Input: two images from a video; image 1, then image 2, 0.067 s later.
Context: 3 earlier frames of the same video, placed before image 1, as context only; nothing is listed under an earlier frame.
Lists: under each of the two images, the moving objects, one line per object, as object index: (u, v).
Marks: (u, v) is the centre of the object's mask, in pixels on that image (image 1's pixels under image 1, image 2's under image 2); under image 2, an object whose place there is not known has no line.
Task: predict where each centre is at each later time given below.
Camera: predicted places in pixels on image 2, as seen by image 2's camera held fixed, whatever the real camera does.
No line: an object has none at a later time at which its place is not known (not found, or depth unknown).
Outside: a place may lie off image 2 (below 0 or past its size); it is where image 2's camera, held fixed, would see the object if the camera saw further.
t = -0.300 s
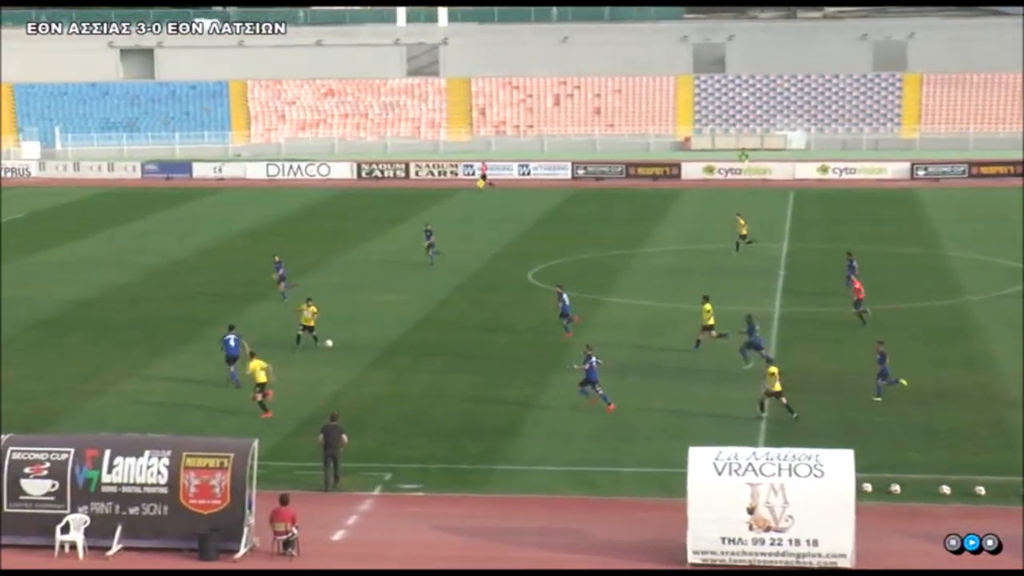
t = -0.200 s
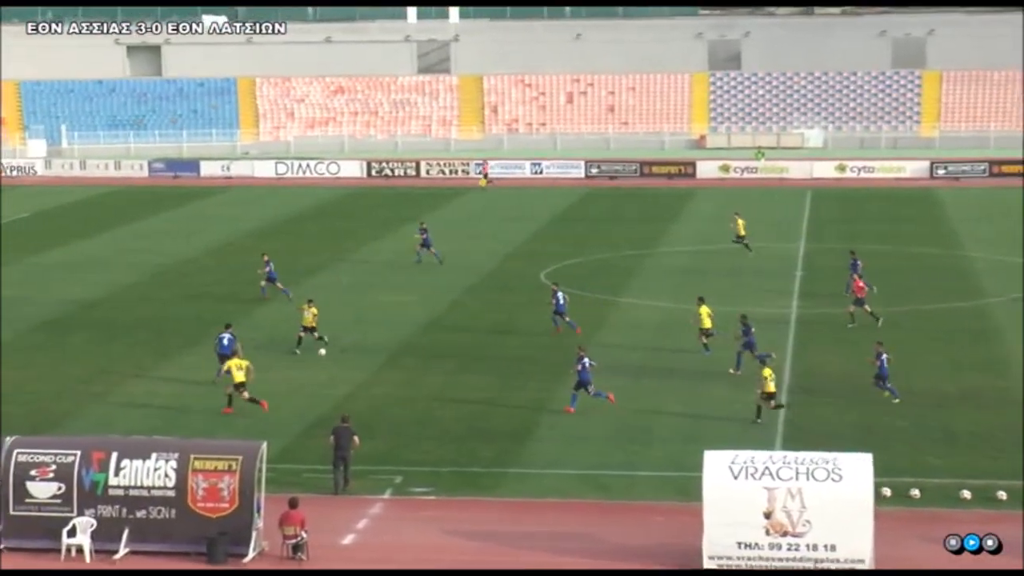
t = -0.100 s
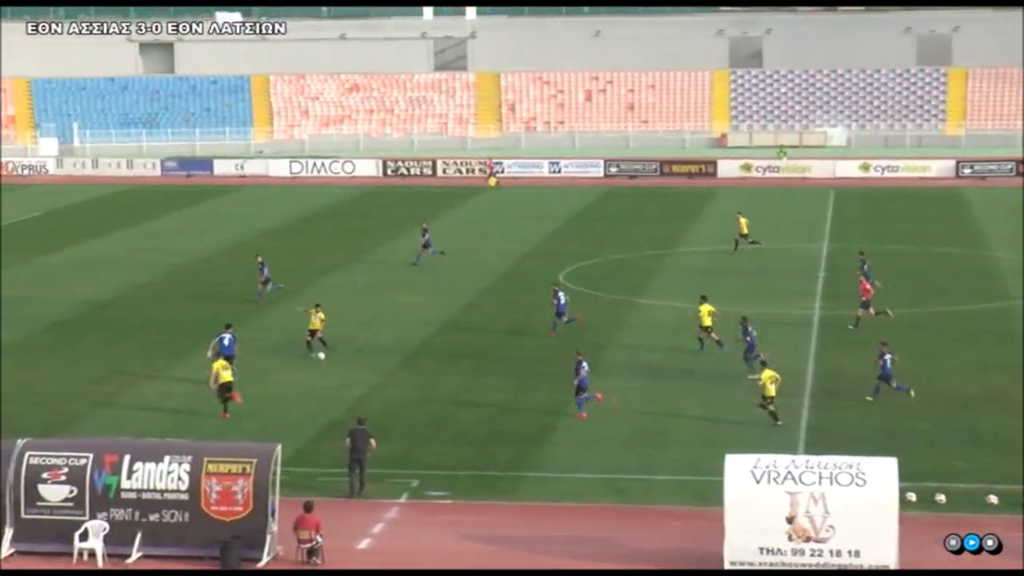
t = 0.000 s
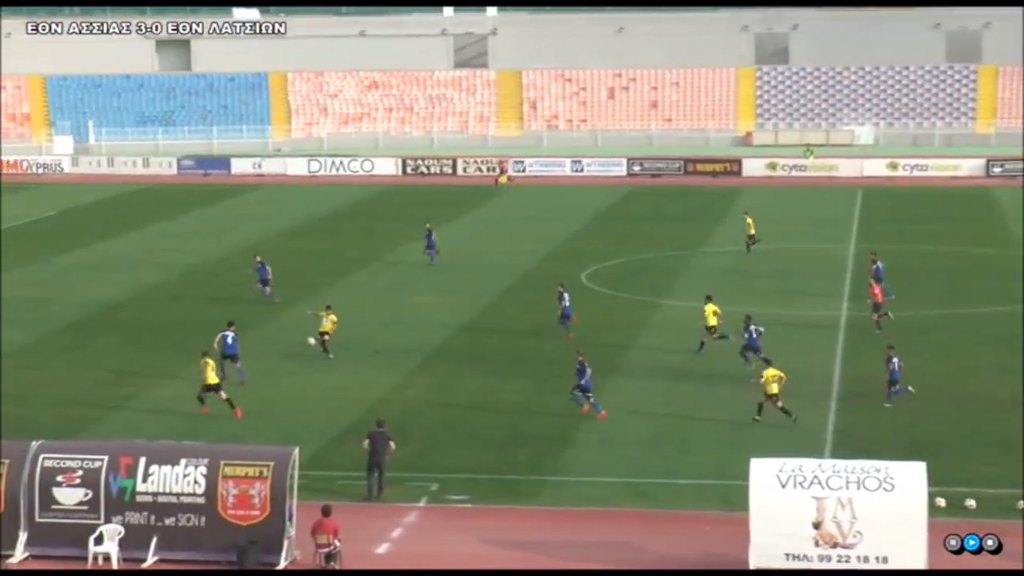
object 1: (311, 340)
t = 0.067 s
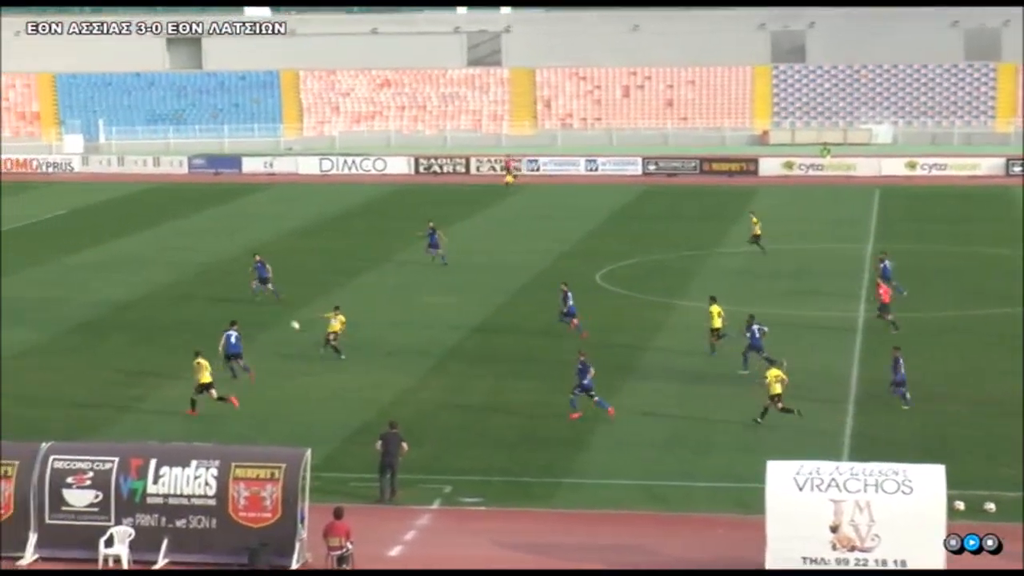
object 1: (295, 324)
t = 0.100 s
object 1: (276, 315)
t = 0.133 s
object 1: (267, 311)
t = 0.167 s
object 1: (249, 302)
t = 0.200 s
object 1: (232, 294)
